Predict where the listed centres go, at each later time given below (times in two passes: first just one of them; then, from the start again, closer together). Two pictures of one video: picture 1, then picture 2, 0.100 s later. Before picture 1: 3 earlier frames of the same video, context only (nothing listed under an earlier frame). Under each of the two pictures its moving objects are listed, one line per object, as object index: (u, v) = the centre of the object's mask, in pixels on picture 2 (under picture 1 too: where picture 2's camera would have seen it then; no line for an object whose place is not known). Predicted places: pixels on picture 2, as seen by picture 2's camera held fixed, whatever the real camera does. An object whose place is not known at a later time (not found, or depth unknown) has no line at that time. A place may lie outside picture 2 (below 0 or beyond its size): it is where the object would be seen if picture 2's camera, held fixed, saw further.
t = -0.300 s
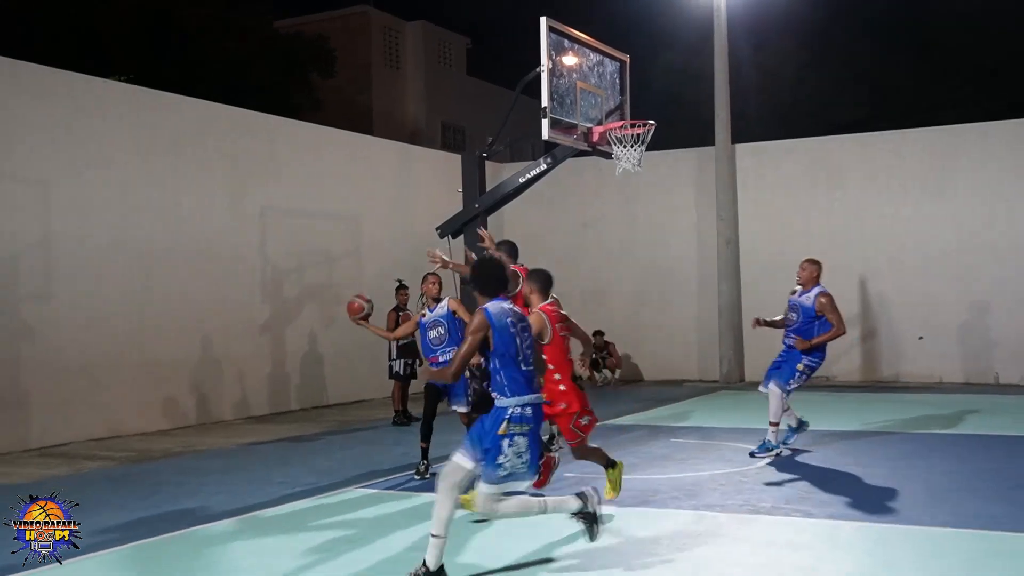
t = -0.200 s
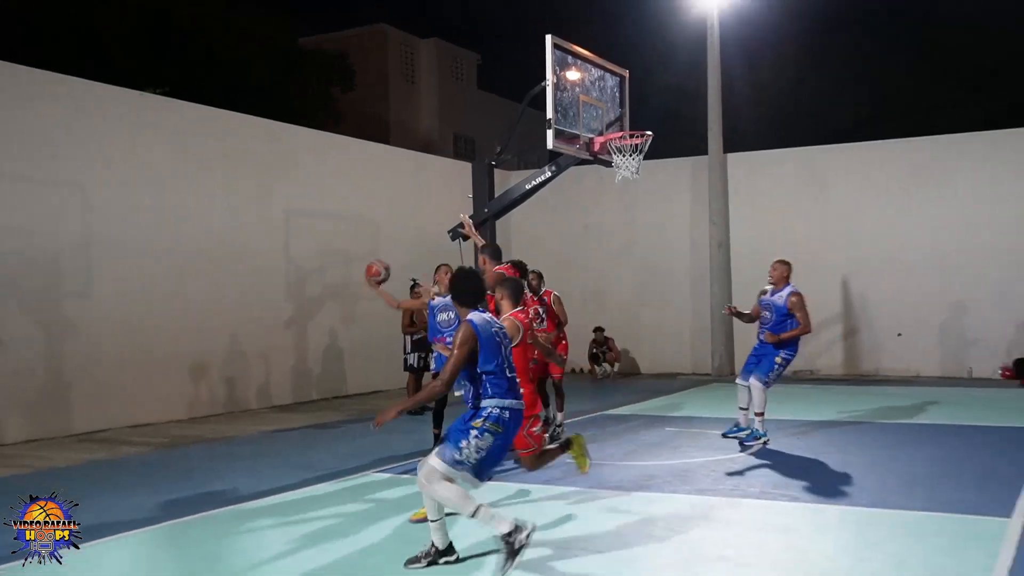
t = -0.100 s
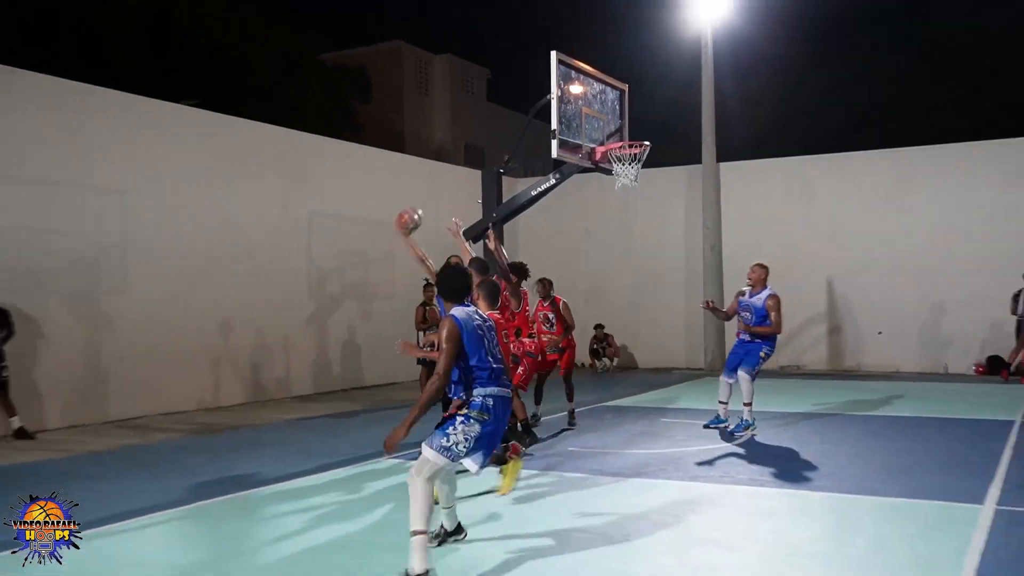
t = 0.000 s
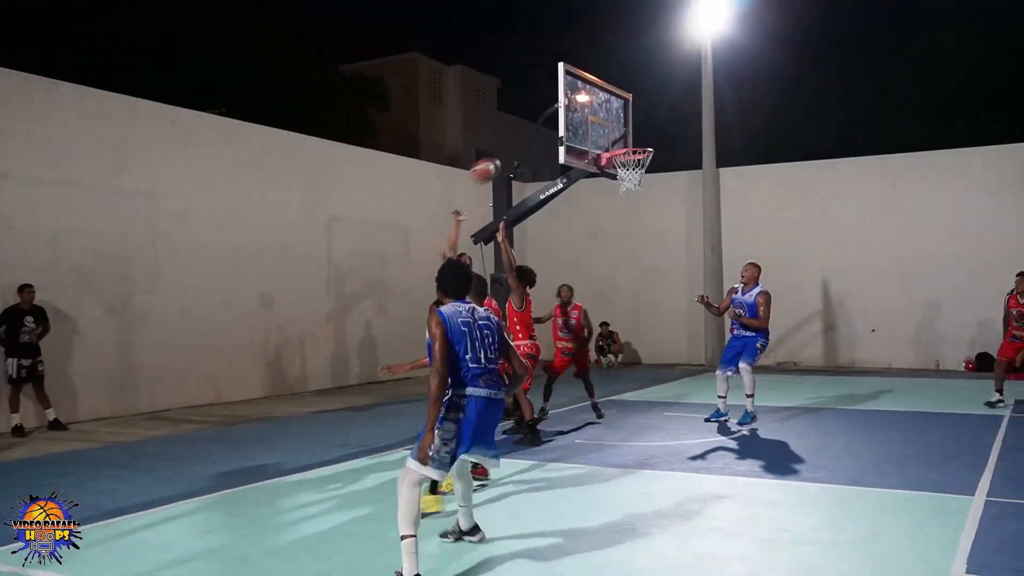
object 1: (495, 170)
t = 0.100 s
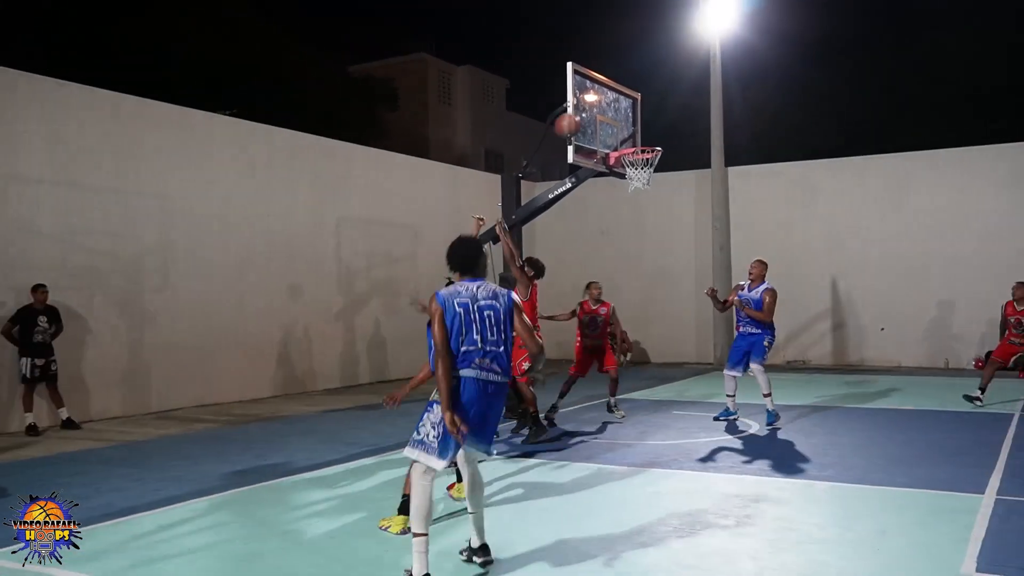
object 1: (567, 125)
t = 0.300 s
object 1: (754, 49)
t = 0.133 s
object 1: (596, 111)
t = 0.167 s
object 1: (625, 97)
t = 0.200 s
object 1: (656, 84)
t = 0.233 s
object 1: (688, 72)
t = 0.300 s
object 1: (754, 49)
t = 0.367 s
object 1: (830, 31)
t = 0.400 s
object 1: (870, 23)
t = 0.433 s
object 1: (914, 15)
